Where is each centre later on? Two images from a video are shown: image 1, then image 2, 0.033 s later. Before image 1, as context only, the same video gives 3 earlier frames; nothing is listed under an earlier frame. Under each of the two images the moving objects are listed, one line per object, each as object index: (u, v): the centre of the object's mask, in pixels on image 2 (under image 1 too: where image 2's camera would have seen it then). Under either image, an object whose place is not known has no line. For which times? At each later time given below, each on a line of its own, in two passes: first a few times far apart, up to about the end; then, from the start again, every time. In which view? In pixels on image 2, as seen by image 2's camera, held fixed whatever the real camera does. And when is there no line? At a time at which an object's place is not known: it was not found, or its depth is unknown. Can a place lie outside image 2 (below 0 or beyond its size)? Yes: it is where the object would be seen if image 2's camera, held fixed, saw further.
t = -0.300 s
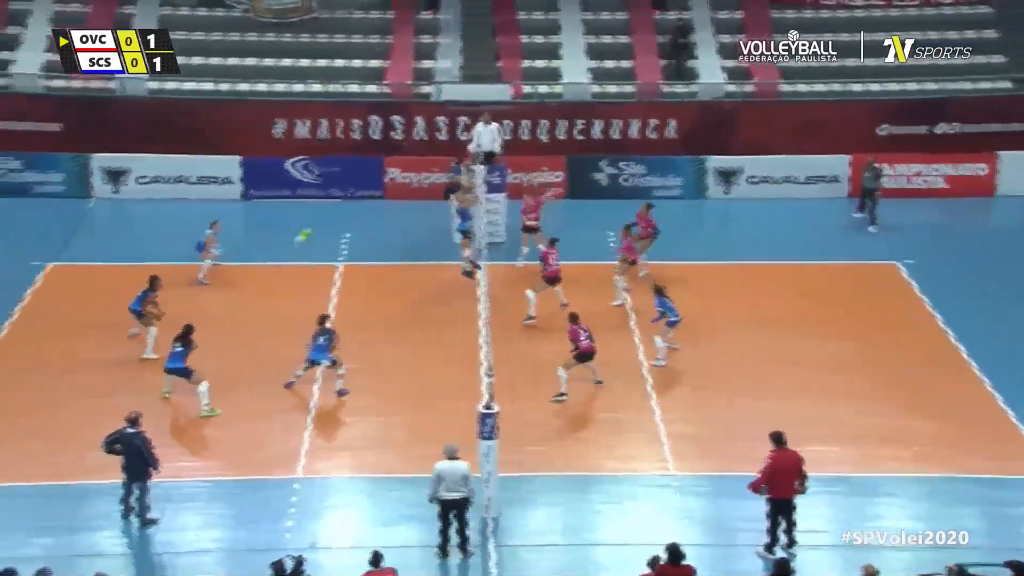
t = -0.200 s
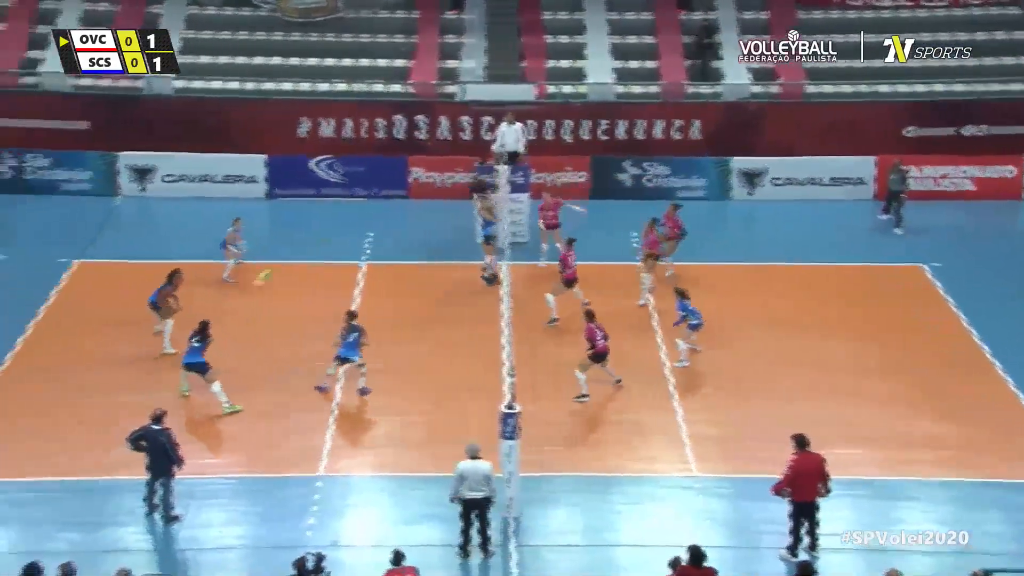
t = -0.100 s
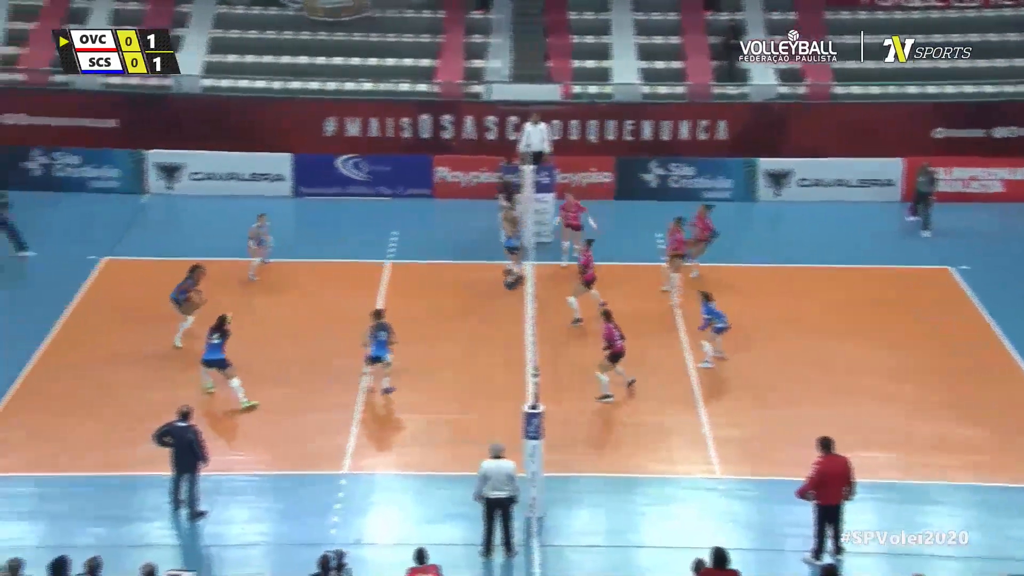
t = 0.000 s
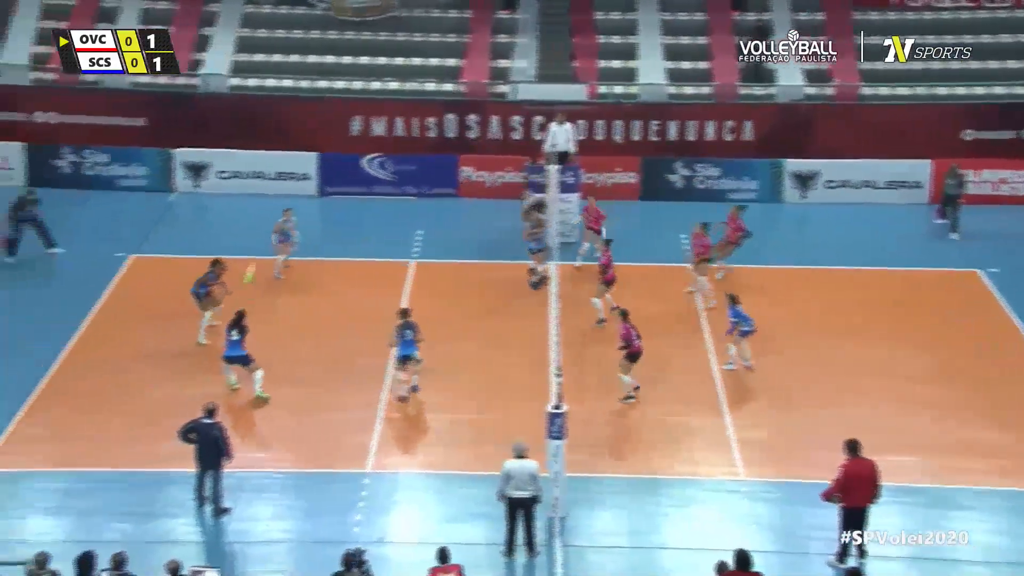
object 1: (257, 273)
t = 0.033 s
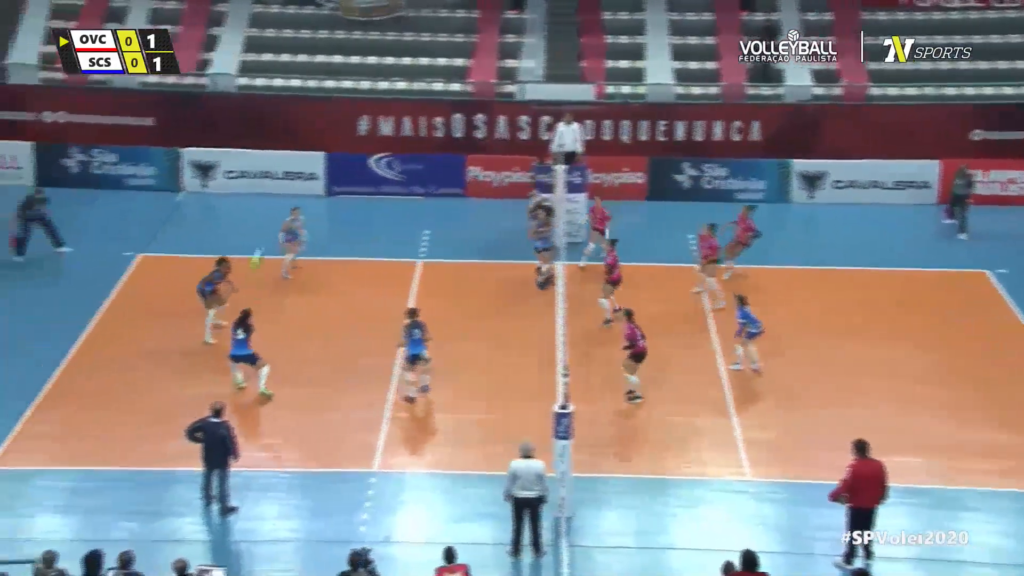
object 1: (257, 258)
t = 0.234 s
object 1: (256, 180)
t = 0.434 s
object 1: (258, 124)
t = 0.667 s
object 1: (259, 90)
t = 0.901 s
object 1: (261, 81)
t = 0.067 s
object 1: (257, 245)
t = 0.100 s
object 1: (258, 229)
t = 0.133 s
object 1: (258, 216)
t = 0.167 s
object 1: (257, 205)
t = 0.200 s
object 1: (257, 192)
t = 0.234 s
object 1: (256, 180)
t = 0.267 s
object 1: (257, 171)
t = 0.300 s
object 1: (256, 162)
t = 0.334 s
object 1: (258, 149)
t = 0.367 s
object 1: (258, 140)
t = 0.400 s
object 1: (258, 133)
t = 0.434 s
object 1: (258, 124)
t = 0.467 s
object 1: (258, 118)
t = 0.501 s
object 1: (258, 112)
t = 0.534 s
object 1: (258, 106)
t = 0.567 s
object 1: (258, 100)
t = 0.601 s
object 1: (258, 96)
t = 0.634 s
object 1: (258, 93)
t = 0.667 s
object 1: (259, 90)
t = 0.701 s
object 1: (259, 84)
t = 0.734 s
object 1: (259, 83)
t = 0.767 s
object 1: (259, 81)
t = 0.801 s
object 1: (259, 81)
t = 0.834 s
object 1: (261, 81)
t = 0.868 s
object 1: (260, 80)
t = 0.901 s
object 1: (261, 81)
